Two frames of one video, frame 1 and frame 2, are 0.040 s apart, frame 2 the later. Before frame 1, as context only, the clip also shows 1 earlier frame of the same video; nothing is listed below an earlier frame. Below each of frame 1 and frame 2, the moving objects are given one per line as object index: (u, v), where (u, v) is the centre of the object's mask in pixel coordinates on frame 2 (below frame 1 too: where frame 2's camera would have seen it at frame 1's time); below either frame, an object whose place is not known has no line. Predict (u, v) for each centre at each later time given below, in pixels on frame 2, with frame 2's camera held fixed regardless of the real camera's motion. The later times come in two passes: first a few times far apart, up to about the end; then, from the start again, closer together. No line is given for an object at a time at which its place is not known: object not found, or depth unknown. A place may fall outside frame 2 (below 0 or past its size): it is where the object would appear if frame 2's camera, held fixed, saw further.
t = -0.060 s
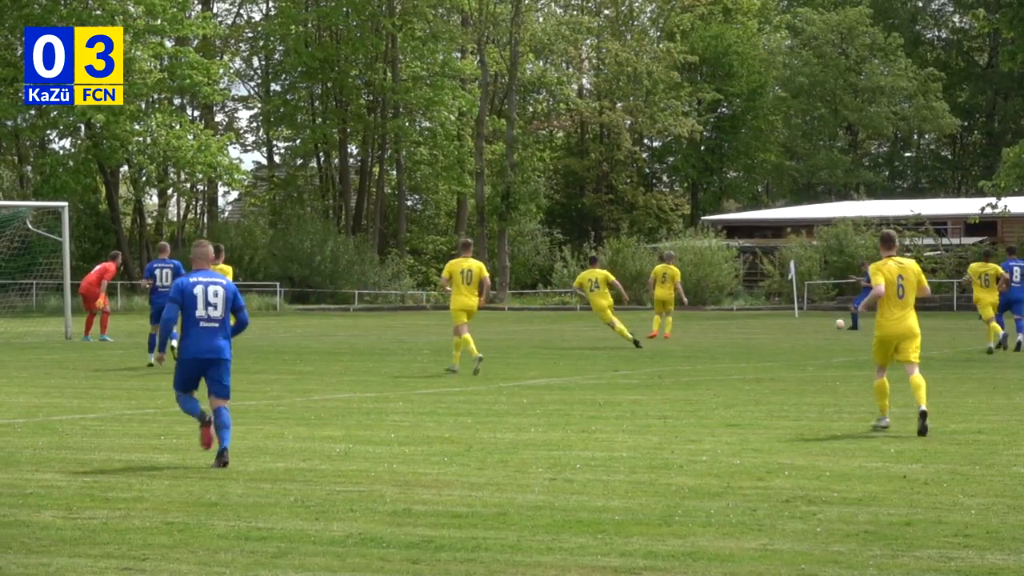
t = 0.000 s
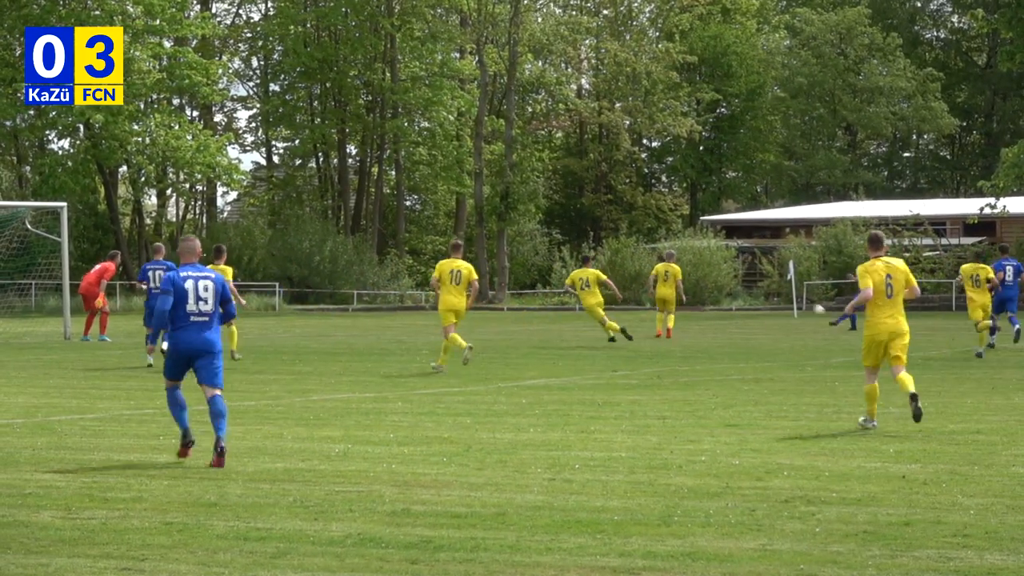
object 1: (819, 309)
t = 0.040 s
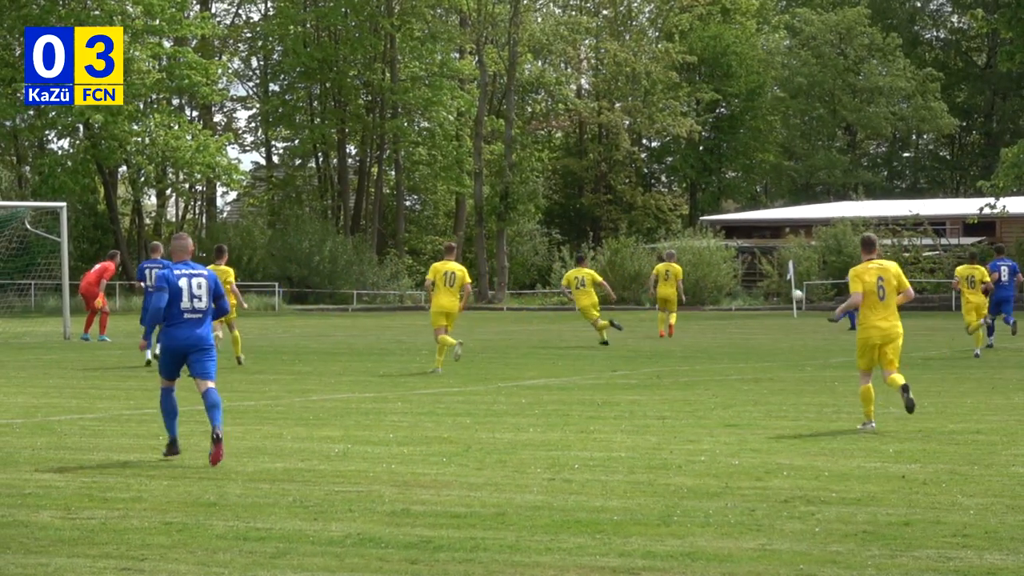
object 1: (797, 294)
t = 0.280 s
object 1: (672, 211)
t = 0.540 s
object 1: (540, 143)
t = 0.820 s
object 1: (400, 93)
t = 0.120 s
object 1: (755, 264)
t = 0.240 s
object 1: (692, 223)
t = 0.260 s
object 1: (682, 218)
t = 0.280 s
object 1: (672, 211)
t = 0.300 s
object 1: (662, 205)
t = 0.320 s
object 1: (652, 200)
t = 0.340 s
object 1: (641, 195)
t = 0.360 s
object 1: (632, 189)
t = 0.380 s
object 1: (622, 184)
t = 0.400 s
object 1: (611, 179)
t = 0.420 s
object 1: (601, 172)
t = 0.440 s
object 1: (591, 168)
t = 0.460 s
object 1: (580, 163)
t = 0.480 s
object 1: (570, 158)
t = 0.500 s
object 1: (560, 152)
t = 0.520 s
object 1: (550, 148)
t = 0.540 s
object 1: (540, 143)
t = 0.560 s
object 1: (530, 139)
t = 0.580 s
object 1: (520, 134)
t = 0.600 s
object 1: (510, 130)
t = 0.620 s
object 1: (500, 126)
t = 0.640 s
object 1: (491, 121)
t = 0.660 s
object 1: (480, 118)
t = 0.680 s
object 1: (470, 114)
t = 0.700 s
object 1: (461, 111)
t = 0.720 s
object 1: (450, 107)
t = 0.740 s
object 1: (440, 103)
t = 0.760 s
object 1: (430, 101)
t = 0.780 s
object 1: (420, 98)
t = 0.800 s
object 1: (410, 95)
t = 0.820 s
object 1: (400, 93)
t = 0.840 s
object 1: (390, 90)
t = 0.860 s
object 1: (379, 88)
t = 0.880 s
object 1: (369, 86)
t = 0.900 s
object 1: (359, 83)
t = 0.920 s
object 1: (349, 81)
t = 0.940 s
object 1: (338, 80)
